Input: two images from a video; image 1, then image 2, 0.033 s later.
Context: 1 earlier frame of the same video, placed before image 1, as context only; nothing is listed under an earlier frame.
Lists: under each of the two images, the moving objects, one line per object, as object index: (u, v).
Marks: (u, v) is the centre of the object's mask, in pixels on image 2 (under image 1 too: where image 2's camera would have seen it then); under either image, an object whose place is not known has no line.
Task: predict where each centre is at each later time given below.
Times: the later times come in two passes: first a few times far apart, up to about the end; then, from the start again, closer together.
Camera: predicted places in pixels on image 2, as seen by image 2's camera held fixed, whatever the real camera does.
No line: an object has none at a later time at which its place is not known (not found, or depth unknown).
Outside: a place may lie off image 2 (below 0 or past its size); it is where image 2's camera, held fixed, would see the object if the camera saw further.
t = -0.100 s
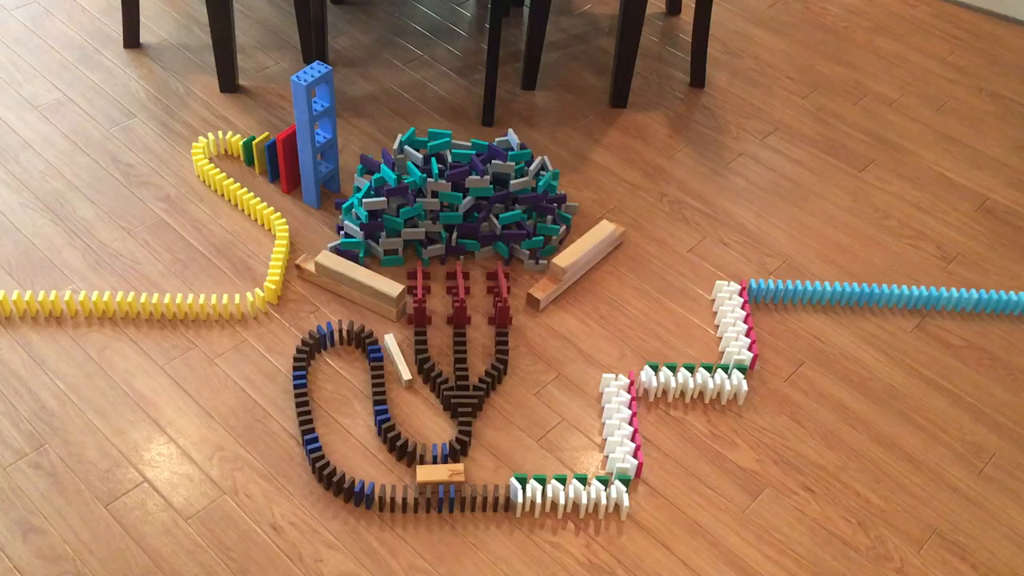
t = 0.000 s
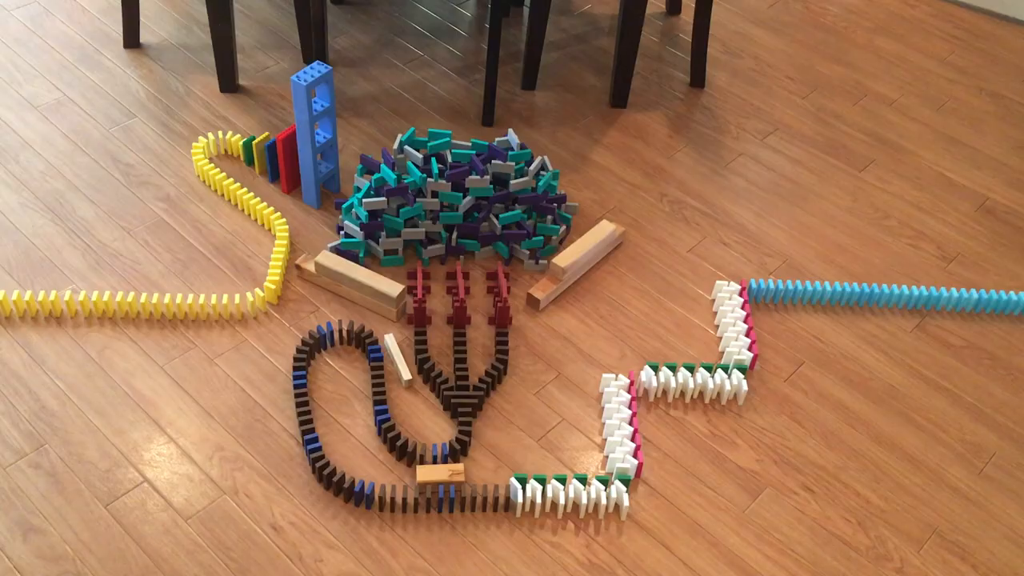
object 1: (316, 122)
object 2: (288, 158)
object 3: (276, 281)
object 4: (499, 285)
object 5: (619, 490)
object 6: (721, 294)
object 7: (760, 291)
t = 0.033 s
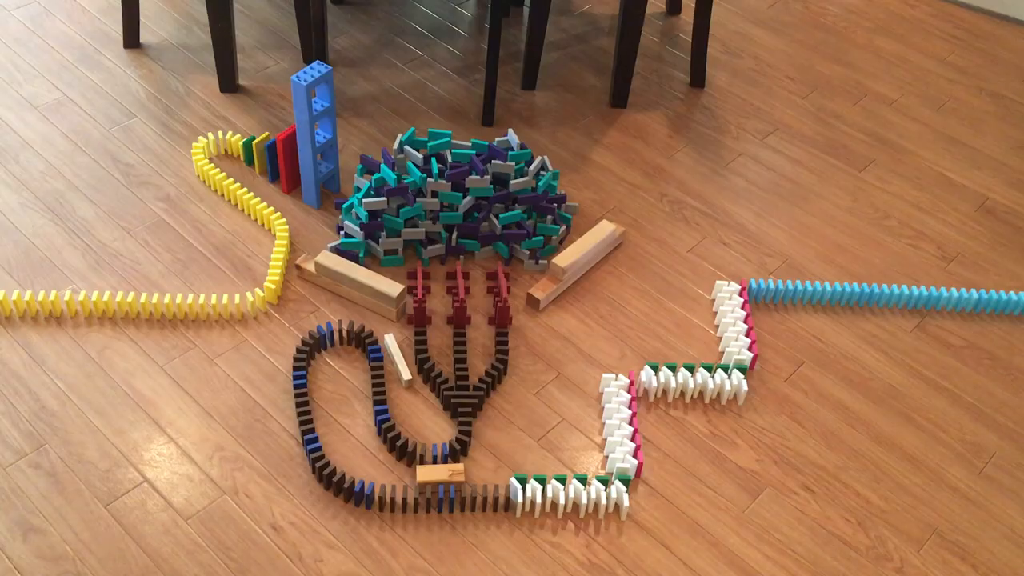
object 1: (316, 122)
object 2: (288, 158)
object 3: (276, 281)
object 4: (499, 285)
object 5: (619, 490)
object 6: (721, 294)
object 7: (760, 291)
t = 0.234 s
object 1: (316, 122)
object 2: (288, 158)
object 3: (276, 281)
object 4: (499, 286)
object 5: (619, 490)
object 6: (721, 294)
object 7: (760, 291)
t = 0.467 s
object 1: (316, 122)
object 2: (288, 158)
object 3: (276, 281)
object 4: (499, 285)
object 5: (619, 490)
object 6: (721, 294)
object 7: (760, 291)
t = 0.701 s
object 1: (316, 122)
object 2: (288, 158)
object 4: (499, 285)
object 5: (619, 490)
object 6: (721, 294)
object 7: (760, 291)
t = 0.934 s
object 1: (316, 122)
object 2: (288, 158)
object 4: (499, 285)
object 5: (619, 490)
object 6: (721, 294)
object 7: (760, 291)
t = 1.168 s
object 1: (316, 122)
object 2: (288, 158)
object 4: (499, 286)
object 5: (619, 490)
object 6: (721, 294)
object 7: (760, 291)
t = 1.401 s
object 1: (316, 122)
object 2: (288, 158)
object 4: (499, 285)
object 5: (619, 490)
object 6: (721, 294)
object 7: (760, 291)
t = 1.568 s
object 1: (316, 123)
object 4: (499, 286)
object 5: (619, 490)
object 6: (721, 294)
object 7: (760, 291)
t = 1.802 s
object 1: (316, 126)
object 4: (499, 285)
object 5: (619, 490)
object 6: (721, 294)
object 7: (760, 291)
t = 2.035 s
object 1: (316, 125)
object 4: (499, 285)
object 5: (619, 490)
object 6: (721, 294)
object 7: (760, 291)
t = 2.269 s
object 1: (322, 128)
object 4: (499, 285)
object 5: (619, 490)
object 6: (721, 294)
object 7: (760, 291)
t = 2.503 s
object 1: (342, 139)
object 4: (499, 285)
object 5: (619, 490)
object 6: (721, 294)
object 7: (760, 291)
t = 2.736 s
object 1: (375, 164)
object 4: (499, 285)
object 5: (619, 490)
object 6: (721, 294)
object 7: (760, 291)
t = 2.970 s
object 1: (388, 170)
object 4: (499, 285)
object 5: (619, 490)
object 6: (721, 294)
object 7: (760, 291)
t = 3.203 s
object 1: (394, 182)
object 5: (619, 490)
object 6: (721, 294)
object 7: (760, 291)
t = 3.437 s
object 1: (391, 196)
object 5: (619, 490)
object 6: (721, 294)
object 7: (760, 291)
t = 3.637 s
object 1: (394, 194)
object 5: (619, 490)
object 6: (721, 294)
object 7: (760, 291)
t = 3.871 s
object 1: (395, 193)
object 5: (619, 490)
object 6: (721, 294)
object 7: (760, 291)
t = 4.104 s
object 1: (394, 193)
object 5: (619, 490)
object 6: (721, 294)
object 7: (760, 291)
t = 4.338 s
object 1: (394, 193)
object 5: (619, 490)
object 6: (721, 294)
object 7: (760, 291)
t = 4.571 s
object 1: (394, 193)
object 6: (721, 294)
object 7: (760, 291)
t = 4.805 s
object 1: (394, 193)
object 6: (721, 294)
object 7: (760, 291)
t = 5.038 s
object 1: (394, 193)
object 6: (721, 294)
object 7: (760, 291)
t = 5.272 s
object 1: (395, 193)
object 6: (721, 294)
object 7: (760, 291)
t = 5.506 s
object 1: (395, 193)
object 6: (721, 294)
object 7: (760, 291)
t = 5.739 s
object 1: (395, 193)
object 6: (721, 294)
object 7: (760, 291)
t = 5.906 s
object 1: (395, 193)
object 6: (721, 294)
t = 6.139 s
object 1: (395, 193)
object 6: (721, 293)
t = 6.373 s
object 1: (395, 193)
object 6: (714, 284)
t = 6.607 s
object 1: (395, 193)
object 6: (713, 283)
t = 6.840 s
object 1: (395, 193)
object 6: (713, 283)
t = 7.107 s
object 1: (394, 193)
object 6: (713, 282)
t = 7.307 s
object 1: (394, 193)
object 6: (713, 282)
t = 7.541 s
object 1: (394, 193)
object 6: (713, 282)
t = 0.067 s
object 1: (316, 122)
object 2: (288, 158)
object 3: (276, 281)
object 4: (499, 285)
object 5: (619, 490)
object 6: (721, 294)
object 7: (760, 291)
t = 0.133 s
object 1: (316, 122)
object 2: (288, 158)
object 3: (276, 281)
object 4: (499, 285)
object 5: (619, 490)
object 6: (721, 294)
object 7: (760, 291)
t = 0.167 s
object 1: (316, 122)
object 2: (288, 158)
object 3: (276, 281)
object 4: (499, 285)
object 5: (619, 490)
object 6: (721, 294)
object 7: (760, 291)
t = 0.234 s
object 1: (316, 122)
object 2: (288, 158)
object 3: (276, 281)
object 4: (499, 286)
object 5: (619, 490)
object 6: (721, 294)
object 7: (760, 291)
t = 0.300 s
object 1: (316, 122)
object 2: (288, 158)
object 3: (276, 281)
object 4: (499, 285)
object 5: (619, 490)
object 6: (721, 294)
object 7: (760, 291)
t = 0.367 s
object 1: (316, 122)
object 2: (288, 158)
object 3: (276, 281)
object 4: (499, 285)
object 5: (619, 489)
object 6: (721, 294)
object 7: (760, 291)
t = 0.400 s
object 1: (316, 122)
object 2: (288, 158)
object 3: (276, 281)
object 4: (499, 285)
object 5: (619, 490)
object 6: (721, 294)
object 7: (760, 291)
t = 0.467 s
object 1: (316, 122)
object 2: (288, 158)
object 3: (276, 281)
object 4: (499, 285)
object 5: (619, 490)
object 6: (721, 294)
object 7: (760, 291)
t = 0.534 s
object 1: (316, 122)
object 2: (288, 158)
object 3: (276, 281)
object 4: (499, 285)
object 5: (619, 490)
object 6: (721, 294)
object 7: (760, 291)
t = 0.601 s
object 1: (316, 122)
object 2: (288, 158)
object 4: (499, 285)
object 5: (619, 490)
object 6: (721, 294)
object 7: (760, 291)
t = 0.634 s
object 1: (316, 122)
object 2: (288, 158)
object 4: (499, 285)
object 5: (619, 490)
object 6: (721, 294)
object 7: (760, 291)
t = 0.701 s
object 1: (316, 122)
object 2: (288, 158)
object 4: (499, 285)
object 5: (619, 490)
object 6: (721, 294)
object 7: (760, 291)
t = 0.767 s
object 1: (316, 122)
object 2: (288, 158)
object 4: (499, 285)
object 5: (619, 490)
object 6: (721, 294)
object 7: (760, 291)
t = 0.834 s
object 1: (316, 122)
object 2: (288, 158)
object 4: (499, 285)
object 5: (619, 490)
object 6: (721, 294)
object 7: (760, 291)
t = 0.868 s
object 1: (316, 123)
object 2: (288, 158)
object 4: (499, 285)
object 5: (619, 490)
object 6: (721, 294)
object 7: (760, 291)
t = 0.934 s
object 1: (316, 122)
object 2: (288, 158)
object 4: (499, 285)
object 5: (619, 490)
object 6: (721, 294)
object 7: (760, 291)
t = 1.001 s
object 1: (316, 122)
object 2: (288, 158)
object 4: (499, 285)
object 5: (619, 490)
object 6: (721, 294)
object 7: (760, 291)
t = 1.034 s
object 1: (316, 122)
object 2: (288, 158)
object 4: (499, 285)
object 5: (619, 490)
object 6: (721, 294)
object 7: (760, 291)
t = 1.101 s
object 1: (316, 122)
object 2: (288, 158)
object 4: (499, 285)
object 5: (619, 490)
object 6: (721, 294)
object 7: (760, 291)
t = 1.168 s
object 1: (316, 122)
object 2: (288, 158)
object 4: (499, 286)
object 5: (619, 490)
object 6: (721, 294)
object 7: (760, 291)
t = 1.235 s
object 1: (316, 122)
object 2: (288, 158)
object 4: (499, 286)
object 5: (619, 490)
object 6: (721, 294)
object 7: (760, 291)
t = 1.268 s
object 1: (316, 122)
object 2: (288, 159)
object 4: (499, 286)
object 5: (619, 490)
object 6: (721, 294)
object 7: (760, 291)
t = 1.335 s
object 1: (316, 122)
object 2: (288, 158)
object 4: (499, 286)
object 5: (619, 490)
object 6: (721, 294)
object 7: (760, 291)
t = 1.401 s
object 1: (316, 122)
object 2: (288, 158)
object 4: (499, 285)
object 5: (619, 490)
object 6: (721, 294)
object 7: (760, 291)
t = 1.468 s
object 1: (316, 123)
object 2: (288, 158)
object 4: (499, 286)
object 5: (619, 490)
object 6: (721, 294)
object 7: (760, 291)
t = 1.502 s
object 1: (316, 125)
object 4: (499, 285)
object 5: (619, 490)
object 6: (721, 294)
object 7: (760, 291)
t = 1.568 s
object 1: (316, 123)
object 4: (499, 286)
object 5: (619, 490)
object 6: (721, 294)
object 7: (760, 291)
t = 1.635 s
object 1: (316, 125)
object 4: (499, 285)
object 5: (619, 490)
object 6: (721, 294)
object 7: (760, 291)
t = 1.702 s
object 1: (316, 125)
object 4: (499, 285)
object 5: (619, 490)
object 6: (721, 294)
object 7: (760, 291)
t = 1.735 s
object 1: (316, 126)
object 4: (499, 285)
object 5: (619, 490)
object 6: (721, 294)
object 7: (760, 291)
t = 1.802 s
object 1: (316, 126)
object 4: (499, 285)
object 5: (619, 490)
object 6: (721, 294)
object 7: (760, 291)
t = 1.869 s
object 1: (316, 126)
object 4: (499, 285)
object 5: (619, 490)
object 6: (721, 294)
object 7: (760, 291)
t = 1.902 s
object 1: (316, 126)
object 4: (499, 285)
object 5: (619, 490)
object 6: (721, 294)
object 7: (760, 291)
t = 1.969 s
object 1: (316, 126)
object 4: (499, 285)
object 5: (619, 490)
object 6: (721, 294)
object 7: (760, 291)
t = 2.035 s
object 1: (316, 125)
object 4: (499, 285)
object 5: (619, 490)
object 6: (721, 294)
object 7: (760, 291)
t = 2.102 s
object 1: (317, 126)
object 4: (499, 285)
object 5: (619, 490)
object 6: (721, 294)
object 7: (760, 291)
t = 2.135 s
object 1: (318, 126)
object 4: (499, 285)
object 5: (619, 490)
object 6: (721, 294)
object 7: (760, 291)
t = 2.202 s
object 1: (320, 127)
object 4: (499, 285)
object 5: (619, 490)
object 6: (721, 294)
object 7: (760, 291)
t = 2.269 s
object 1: (322, 128)
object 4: (499, 285)
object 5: (619, 490)
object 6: (721, 294)
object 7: (760, 291)
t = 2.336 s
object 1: (326, 130)
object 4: (499, 285)
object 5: (619, 490)
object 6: (721, 294)
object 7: (760, 291)
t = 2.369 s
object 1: (328, 131)
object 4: (499, 285)
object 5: (619, 490)
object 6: (721, 294)
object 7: (760, 291)
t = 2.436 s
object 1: (333, 134)
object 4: (499, 285)
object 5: (619, 490)
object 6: (721, 294)
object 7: (760, 291)
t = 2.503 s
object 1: (342, 139)
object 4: (499, 285)
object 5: (619, 490)
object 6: (721, 294)
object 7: (760, 291)
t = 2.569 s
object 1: (354, 150)
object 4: (499, 285)
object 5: (619, 490)
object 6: (721, 294)
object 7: (760, 291)
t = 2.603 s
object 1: (358, 155)
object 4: (499, 285)
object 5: (619, 490)
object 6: (721, 294)
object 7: (760, 291)
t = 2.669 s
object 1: (369, 160)
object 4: (499, 285)
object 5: (619, 490)
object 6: (721, 294)
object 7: (760, 291)
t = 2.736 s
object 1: (375, 164)
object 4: (499, 285)
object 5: (619, 490)
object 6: (721, 294)
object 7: (760, 291)
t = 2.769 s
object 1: (378, 165)
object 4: (499, 285)
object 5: (619, 490)
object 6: (721, 294)
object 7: (760, 291)
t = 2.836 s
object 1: (381, 167)
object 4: (499, 285)
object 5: (619, 490)
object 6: (721, 294)
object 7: (760, 291)
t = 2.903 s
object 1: (385, 169)
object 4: (499, 285)
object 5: (619, 490)
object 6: (721, 294)
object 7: (760, 291)
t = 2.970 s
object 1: (388, 170)
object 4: (499, 285)
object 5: (619, 490)
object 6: (721, 294)
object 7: (760, 291)
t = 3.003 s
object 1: (390, 171)
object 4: (499, 285)
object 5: (619, 490)
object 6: (721, 294)
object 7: (760, 291)
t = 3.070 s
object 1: (392, 172)
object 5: (619, 490)
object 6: (721, 294)
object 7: (760, 291)
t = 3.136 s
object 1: (396, 175)
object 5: (619, 490)
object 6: (721, 294)
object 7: (760, 291)
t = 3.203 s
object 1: (394, 182)
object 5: (619, 490)
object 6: (721, 294)
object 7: (760, 291)
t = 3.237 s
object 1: (393, 185)
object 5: (619, 490)
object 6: (721, 294)
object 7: (760, 291)
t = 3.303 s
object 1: (384, 192)
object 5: (619, 490)
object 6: (721, 294)
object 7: (760, 291)
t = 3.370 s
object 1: (387, 194)
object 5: (619, 490)
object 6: (721, 294)
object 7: (760, 291)
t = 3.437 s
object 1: (391, 196)
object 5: (619, 490)
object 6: (721, 294)
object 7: (760, 291)
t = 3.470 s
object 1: (392, 195)
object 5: (619, 490)
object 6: (721, 294)
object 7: (760, 291)
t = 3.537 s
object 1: (393, 195)
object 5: (619, 490)
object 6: (721, 294)
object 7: (760, 291)
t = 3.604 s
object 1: (394, 194)
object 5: (619, 490)
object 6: (721, 294)
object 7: (760, 291)
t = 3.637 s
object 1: (394, 194)
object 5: (619, 490)
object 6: (721, 294)
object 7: (760, 291)
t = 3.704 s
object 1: (394, 194)
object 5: (619, 490)
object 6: (721, 294)
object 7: (760, 291)
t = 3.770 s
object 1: (394, 194)
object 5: (619, 490)
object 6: (721, 294)
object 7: (760, 291)
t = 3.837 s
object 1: (394, 193)
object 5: (619, 490)
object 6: (721, 294)
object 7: (760, 291)
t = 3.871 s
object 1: (395, 193)
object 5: (619, 490)
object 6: (721, 294)
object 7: (760, 291)
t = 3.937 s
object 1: (394, 193)
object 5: (619, 490)
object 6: (721, 294)
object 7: (760, 291)
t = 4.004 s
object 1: (394, 193)
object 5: (619, 490)
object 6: (721, 294)
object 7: (760, 291)
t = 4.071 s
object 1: (394, 193)
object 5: (620, 490)
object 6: (721, 294)
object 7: (760, 291)
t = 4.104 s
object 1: (394, 193)
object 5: (619, 490)
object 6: (721, 294)
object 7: (760, 291)
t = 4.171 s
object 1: (394, 193)
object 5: (619, 490)
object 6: (721, 294)
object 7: (760, 291)
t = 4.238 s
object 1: (394, 193)
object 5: (619, 490)
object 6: (721, 294)
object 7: (760, 291)
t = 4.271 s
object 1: (394, 193)
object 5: (619, 490)
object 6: (721, 294)
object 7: (760, 291)
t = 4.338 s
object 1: (394, 193)
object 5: (619, 490)
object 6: (721, 294)
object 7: (760, 291)
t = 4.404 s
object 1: (394, 193)
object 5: (619, 490)
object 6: (721, 294)
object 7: (760, 291)
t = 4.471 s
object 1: (394, 193)
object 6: (721, 294)
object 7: (760, 291)
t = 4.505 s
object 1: (394, 193)
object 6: (721, 294)
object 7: (760, 291)
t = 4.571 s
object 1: (394, 193)
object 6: (721, 294)
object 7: (760, 291)
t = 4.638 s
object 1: (394, 193)
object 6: (721, 294)
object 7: (760, 291)
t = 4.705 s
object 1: (394, 193)
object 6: (721, 294)
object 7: (760, 291)
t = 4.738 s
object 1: (394, 193)
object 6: (721, 294)
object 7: (760, 291)
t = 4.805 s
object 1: (394, 193)
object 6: (721, 294)
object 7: (760, 291)
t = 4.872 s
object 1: (394, 193)
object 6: (721, 294)
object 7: (760, 291)
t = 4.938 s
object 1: (394, 193)
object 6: (721, 294)
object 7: (760, 291)
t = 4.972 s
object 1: (394, 193)
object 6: (721, 294)
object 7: (760, 291)
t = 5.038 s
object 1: (394, 193)
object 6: (721, 294)
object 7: (760, 291)
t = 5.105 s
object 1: (395, 193)
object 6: (721, 294)
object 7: (760, 291)
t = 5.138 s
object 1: (395, 193)
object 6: (721, 294)
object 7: (760, 291)
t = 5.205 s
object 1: (395, 193)
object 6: (721, 294)
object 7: (760, 291)
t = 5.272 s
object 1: (395, 193)
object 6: (721, 294)
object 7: (760, 291)
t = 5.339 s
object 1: (395, 193)
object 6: (721, 294)
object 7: (760, 291)
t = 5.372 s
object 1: (395, 193)
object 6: (721, 294)
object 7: (760, 291)
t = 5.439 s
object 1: (395, 193)
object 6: (721, 294)
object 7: (760, 291)
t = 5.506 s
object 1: (395, 193)
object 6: (721, 294)
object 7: (760, 291)
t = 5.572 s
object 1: (395, 193)
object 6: (721, 294)
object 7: (760, 291)
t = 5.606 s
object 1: (395, 193)
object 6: (721, 294)
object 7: (760, 291)
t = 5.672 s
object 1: (395, 193)
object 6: (721, 294)
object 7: (760, 291)
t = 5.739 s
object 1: (395, 193)
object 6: (721, 294)
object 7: (760, 291)
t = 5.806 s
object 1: (395, 193)
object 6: (721, 294)
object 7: (760, 291)
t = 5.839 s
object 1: (395, 193)
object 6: (721, 294)
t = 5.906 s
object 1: (395, 193)
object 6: (721, 294)
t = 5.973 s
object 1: (395, 193)
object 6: (721, 294)
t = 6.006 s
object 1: (395, 193)
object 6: (721, 294)
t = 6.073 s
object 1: (395, 193)
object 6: (721, 294)
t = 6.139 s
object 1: (395, 193)
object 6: (721, 293)
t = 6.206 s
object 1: (395, 193)
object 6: (721, 290)
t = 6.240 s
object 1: (395, 193)
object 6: (721, 287)
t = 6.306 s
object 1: (395, 193)
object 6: (727, 283)
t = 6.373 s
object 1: (395, 193)
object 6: (714, 284)
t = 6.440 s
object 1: (394, 193)
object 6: (713, 283)
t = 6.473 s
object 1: (395, 193)
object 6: (713, 282)
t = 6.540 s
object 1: (394, 193)
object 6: (713, 283)
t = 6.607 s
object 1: (395, 193)
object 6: (713, 283)
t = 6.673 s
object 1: (394, 193)
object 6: (713, 283)
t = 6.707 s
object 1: (394, 193)
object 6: (713, 283)
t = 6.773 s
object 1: (395, 193)
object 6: (713, 283)
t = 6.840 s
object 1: (395, 193)
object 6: (713, 283)
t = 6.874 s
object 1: (395, 193)
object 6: (713, 283)
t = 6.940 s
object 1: (395, 193)
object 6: (713, 282)
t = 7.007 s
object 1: (395, 193)
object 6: (713, 282)
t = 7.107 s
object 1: (394, 193)
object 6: (713, 282)
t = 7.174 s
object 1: (394, 193)
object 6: (713, 282)
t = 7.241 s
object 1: (394, 193)
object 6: (713, 282)
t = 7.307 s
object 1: (394, 193)
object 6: (713, 282)
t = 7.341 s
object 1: (394, 193)
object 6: (713, 282)
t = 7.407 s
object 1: (394, 193)
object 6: (713, 282)
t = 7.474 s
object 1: (394, 193)
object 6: (713, 282)
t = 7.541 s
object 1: (394, 193)
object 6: (713, 282)
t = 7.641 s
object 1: (394, 193)
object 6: (713, 282)
